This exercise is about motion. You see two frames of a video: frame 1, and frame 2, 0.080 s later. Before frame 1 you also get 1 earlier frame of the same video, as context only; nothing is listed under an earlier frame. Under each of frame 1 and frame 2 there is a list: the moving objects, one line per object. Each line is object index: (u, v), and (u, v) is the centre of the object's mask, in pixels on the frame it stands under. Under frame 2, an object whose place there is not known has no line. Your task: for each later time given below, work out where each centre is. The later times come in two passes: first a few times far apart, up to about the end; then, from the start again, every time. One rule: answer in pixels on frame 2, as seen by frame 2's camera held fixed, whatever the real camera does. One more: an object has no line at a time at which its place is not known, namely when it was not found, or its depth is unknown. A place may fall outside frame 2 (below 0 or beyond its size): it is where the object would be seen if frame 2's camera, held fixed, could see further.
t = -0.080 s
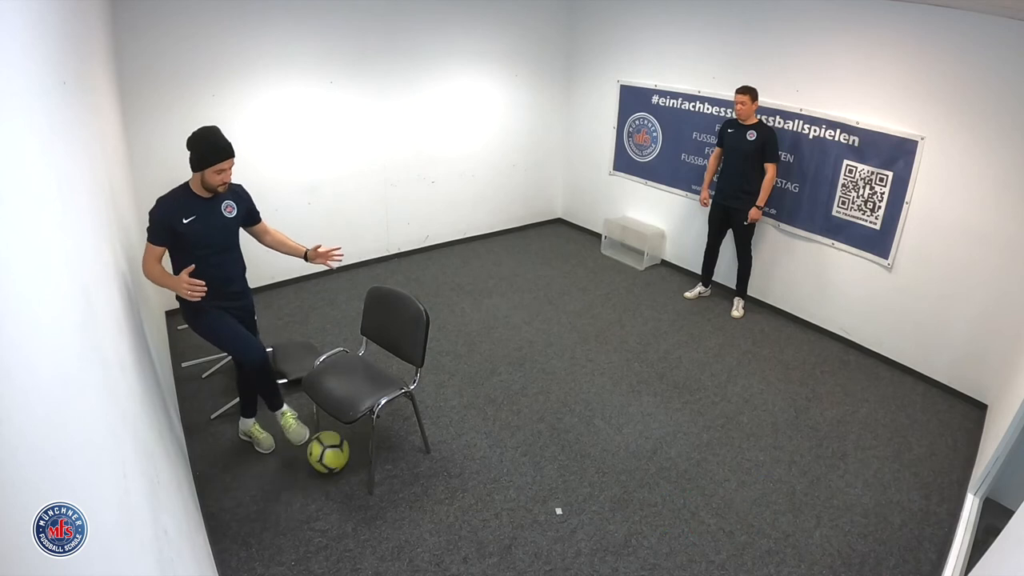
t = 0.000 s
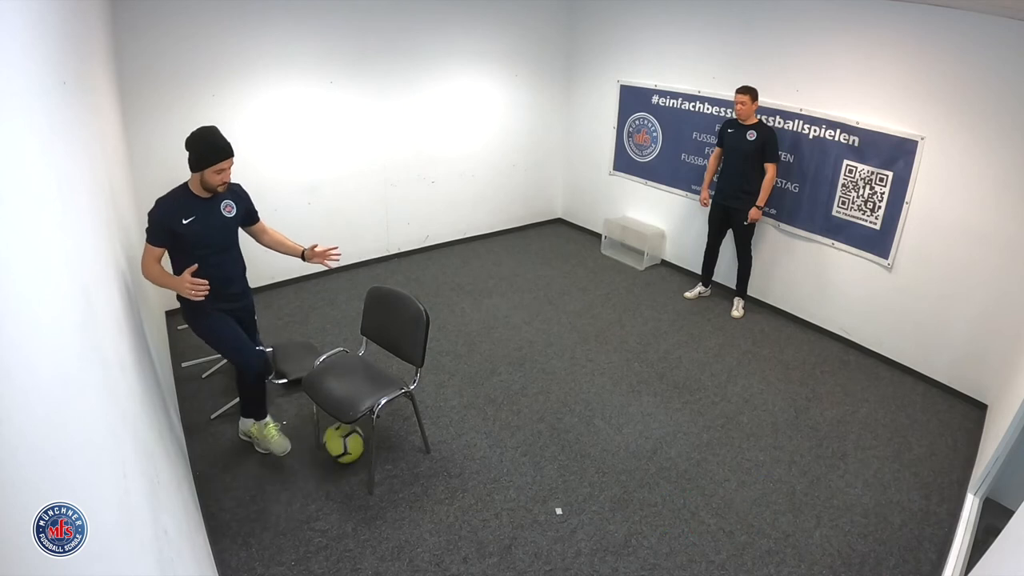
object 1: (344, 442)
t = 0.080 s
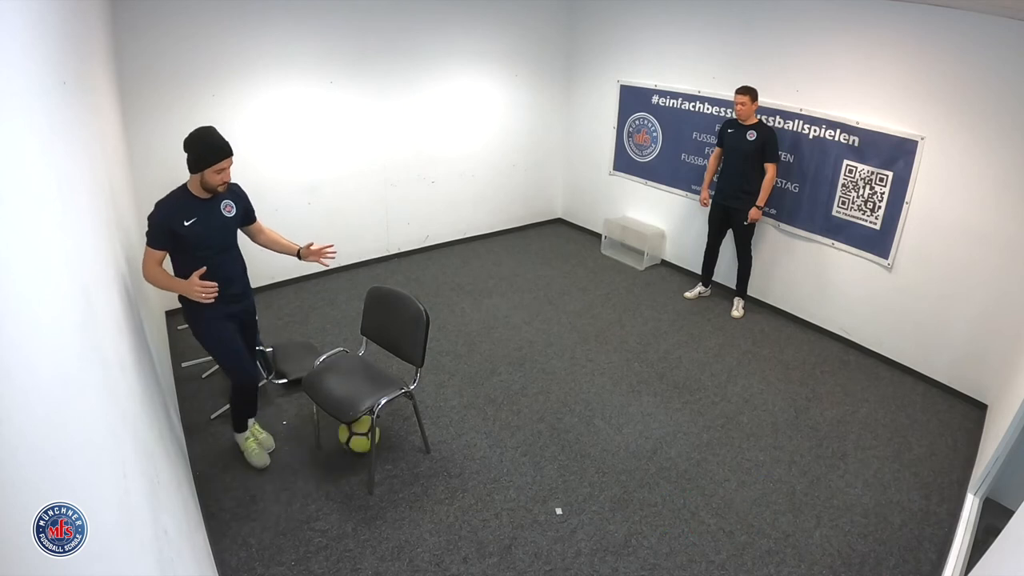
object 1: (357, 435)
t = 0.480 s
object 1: (428, 393)
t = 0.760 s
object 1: (463, 369)
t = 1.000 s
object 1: (491, 352)
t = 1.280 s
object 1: (520, 335)
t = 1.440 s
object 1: (535, 326)
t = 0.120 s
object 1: (366, 431)
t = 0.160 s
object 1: (376, 427)
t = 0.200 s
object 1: (384, 422)
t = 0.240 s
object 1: (392, 418)
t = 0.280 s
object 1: (396, 415)
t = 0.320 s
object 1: (399, 412)
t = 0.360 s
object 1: (407, 407)
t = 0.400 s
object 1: (417, 402)
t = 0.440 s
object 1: (422, 398)
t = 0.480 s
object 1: (428, 393)
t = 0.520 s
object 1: (432, 389)
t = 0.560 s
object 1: (436, 386)
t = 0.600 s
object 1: (442, 382)
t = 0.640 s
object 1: (447, 379)
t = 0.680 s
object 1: (453, 376)
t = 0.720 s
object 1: (458, 373)
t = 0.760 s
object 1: (463, 369)
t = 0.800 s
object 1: (468, 366)
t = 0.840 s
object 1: (473, 363)
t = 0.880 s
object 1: (477, 360)
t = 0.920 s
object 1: (482, 357)
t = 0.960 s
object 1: (486, 355)
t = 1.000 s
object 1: (491, 352)
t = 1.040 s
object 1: (495, 350)
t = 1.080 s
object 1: (499, 347)
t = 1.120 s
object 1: (504, 344)
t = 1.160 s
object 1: (508, 342)
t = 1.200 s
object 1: (512, 339)
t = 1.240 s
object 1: (516, 337)
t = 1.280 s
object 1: (520, 335)
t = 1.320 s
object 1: (524, 333)
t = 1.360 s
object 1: (528, 330)
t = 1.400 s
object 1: (531, 328)
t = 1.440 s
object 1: (535, 326)
